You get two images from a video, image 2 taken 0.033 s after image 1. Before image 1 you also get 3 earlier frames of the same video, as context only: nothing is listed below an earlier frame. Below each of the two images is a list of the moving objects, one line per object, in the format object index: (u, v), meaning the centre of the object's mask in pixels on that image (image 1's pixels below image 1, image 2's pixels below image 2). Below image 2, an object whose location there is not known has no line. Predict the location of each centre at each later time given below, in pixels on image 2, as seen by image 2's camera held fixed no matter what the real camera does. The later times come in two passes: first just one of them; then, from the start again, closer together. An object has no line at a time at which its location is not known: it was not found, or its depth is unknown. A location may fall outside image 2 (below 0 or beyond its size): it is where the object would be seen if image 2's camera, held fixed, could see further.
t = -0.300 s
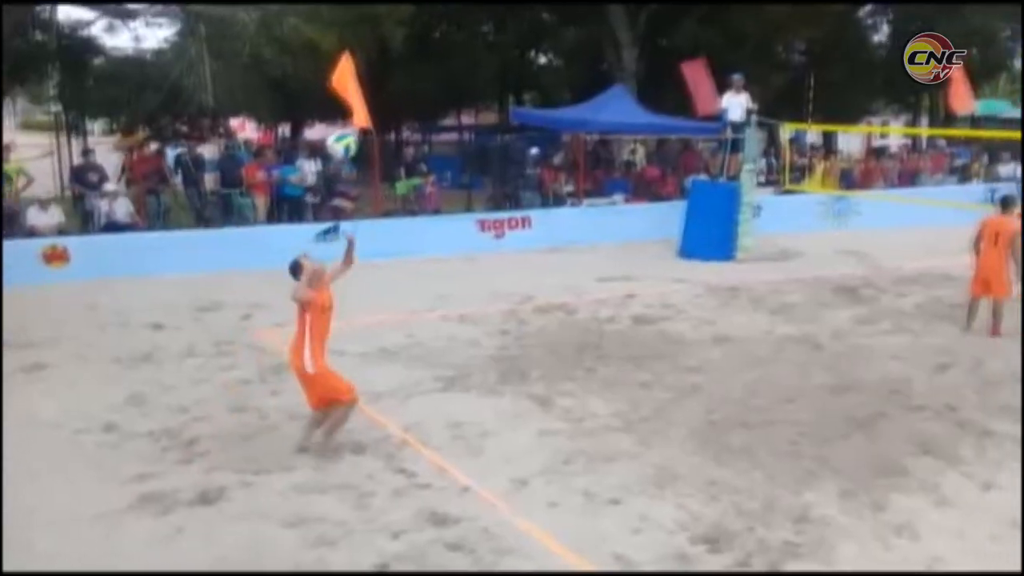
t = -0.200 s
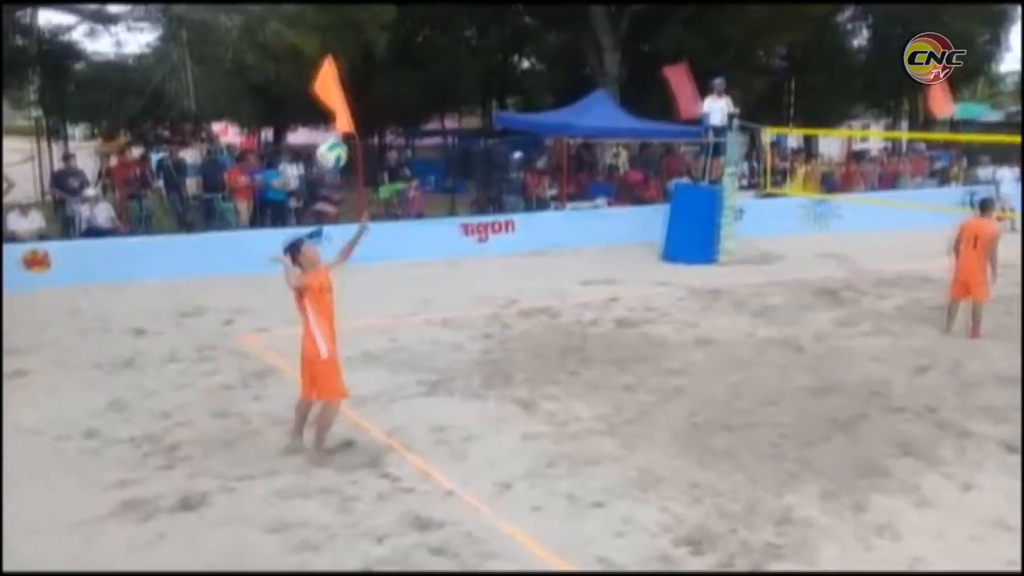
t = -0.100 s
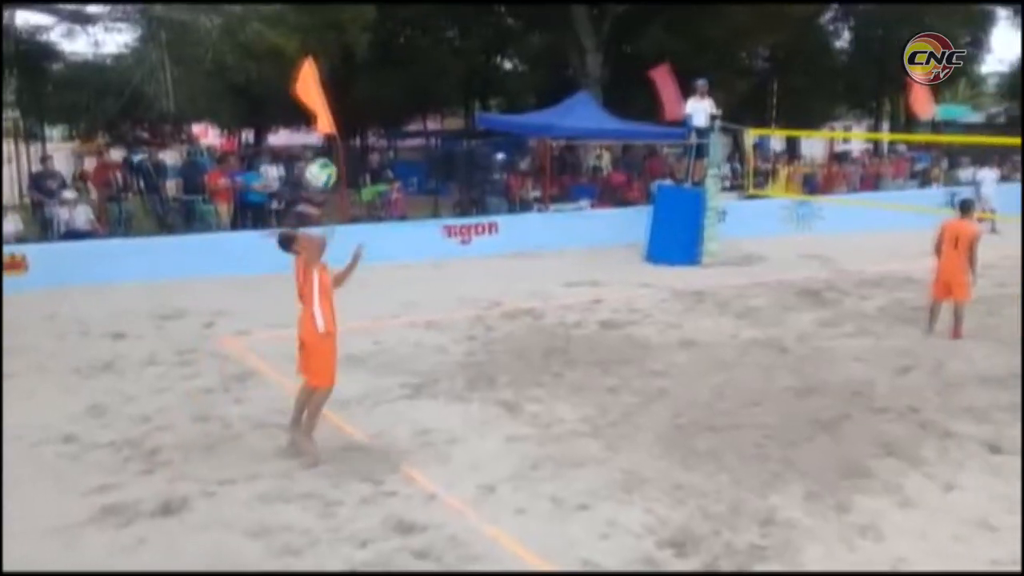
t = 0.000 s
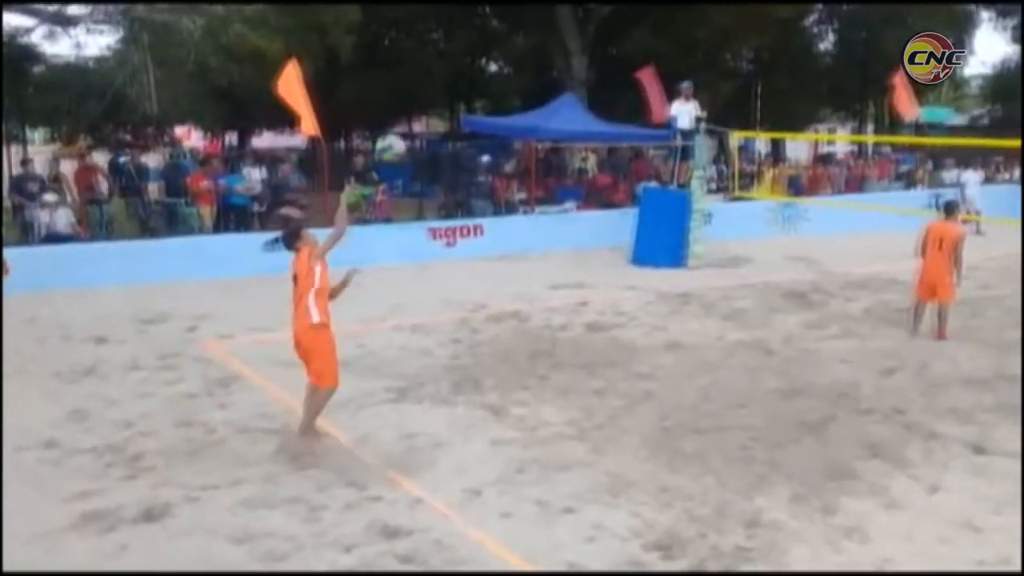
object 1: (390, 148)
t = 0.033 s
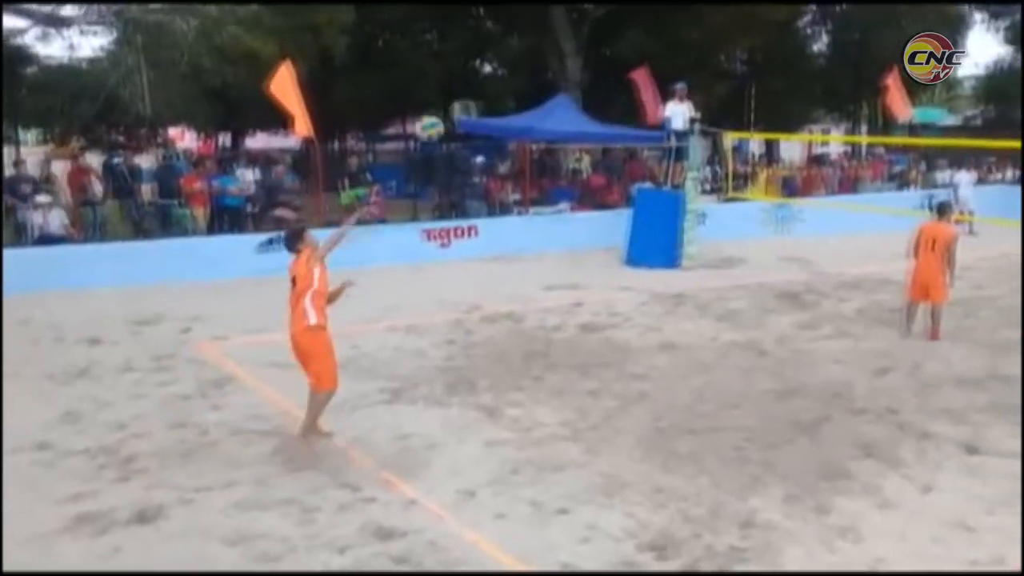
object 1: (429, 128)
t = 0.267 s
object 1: (660, 54)
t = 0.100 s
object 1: (508, 96)
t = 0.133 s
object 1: (543, 83)
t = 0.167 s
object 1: (575, 74)
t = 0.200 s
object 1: (606, 65)
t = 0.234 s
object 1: (634, 59)
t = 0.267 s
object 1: (660, 54)
